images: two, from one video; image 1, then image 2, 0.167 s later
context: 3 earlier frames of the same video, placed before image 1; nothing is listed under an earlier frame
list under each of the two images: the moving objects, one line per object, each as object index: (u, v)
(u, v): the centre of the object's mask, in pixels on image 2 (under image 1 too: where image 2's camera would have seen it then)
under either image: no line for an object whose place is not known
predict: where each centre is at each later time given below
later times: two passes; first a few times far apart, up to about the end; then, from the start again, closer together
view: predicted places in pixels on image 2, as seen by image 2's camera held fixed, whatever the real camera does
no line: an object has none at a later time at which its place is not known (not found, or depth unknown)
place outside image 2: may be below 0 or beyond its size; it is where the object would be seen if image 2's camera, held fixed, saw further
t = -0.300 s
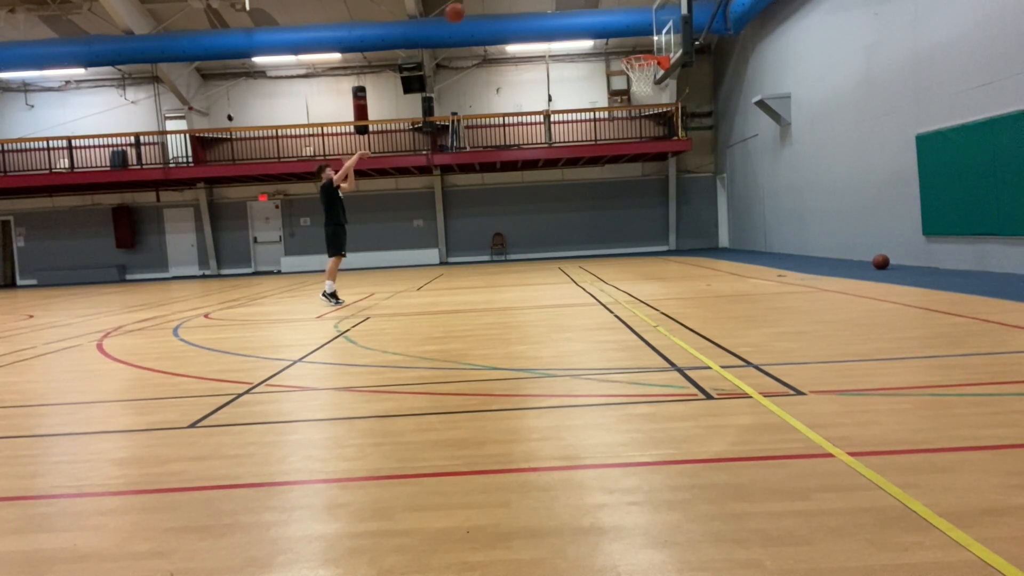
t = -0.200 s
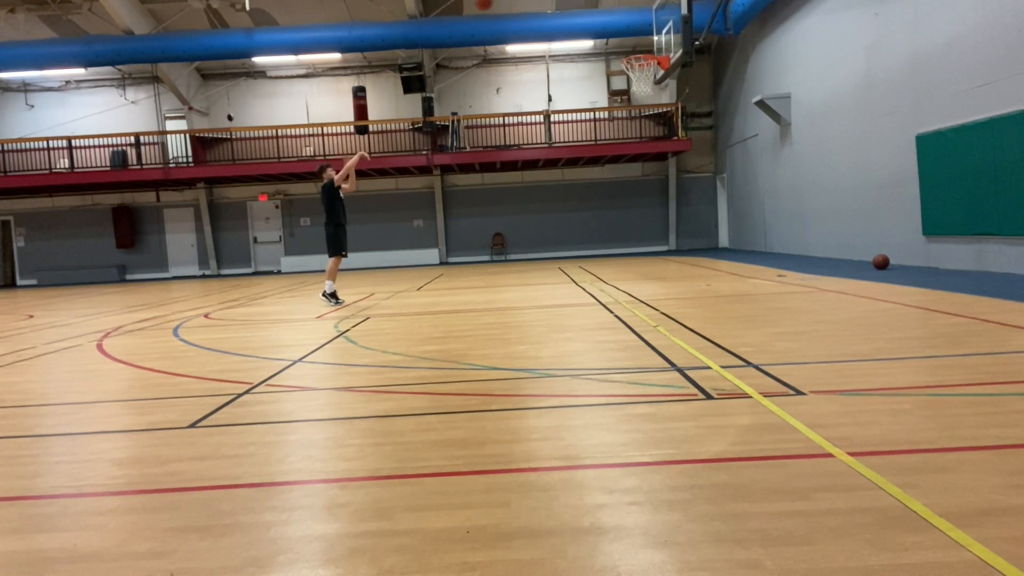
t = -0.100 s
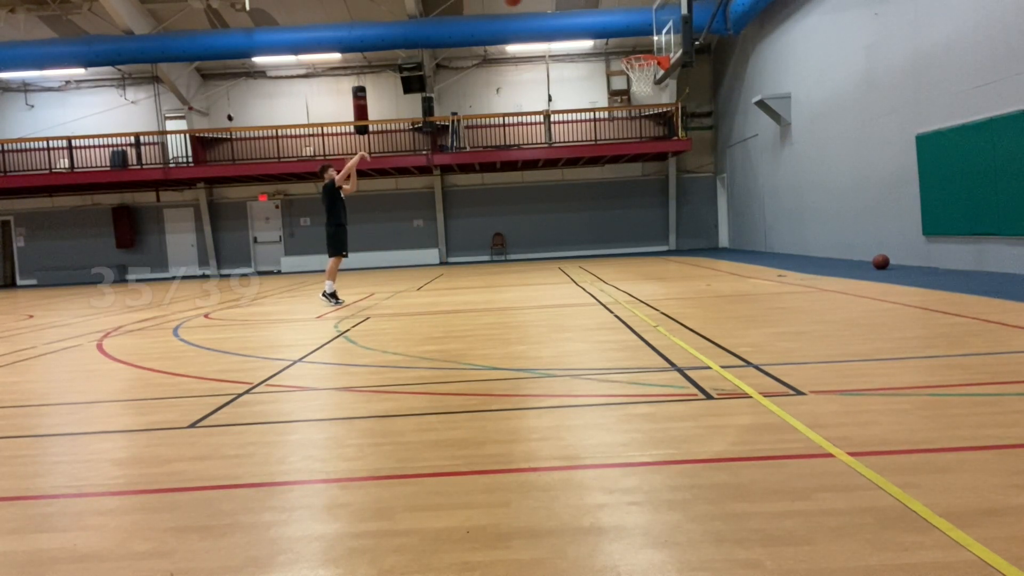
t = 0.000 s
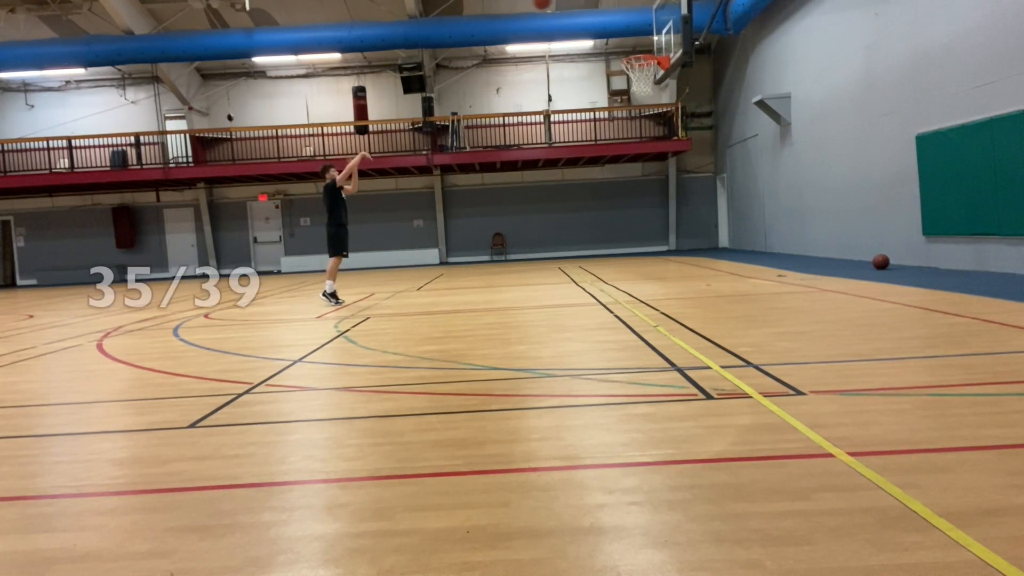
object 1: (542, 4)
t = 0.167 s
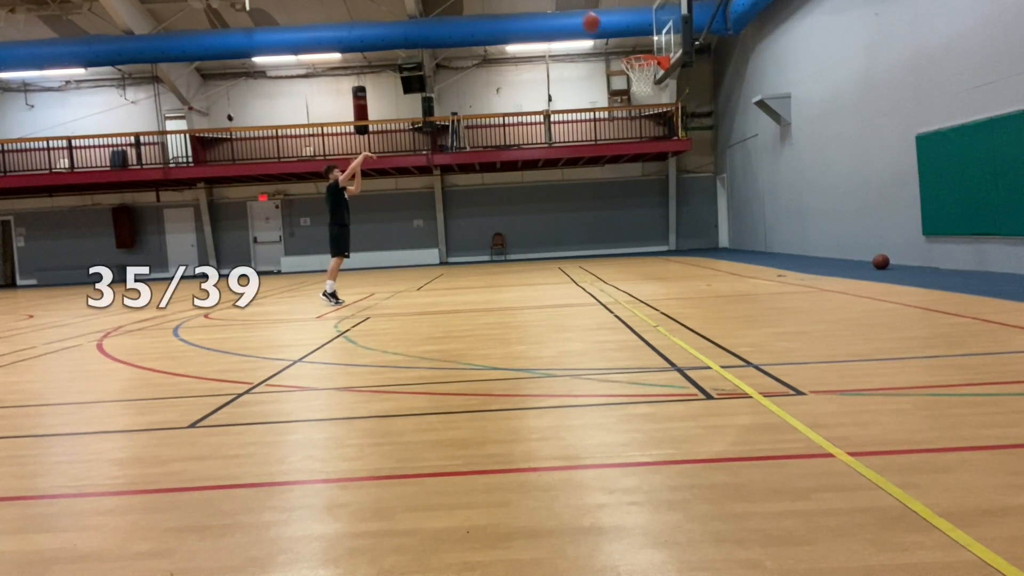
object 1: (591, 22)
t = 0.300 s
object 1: (629, 51)
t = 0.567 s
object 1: (673, 104)
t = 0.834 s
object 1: (702, 183)
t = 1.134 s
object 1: (724, 245)
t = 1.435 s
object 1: (709, 177)
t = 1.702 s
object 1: (699, 171)
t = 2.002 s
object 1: (689, 226)
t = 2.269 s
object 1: (682, 251)
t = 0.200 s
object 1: (600, 29)
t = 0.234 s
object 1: (611, 36)
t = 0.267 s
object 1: (622, 45)
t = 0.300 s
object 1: (629, 51)
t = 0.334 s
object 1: (638, 64)
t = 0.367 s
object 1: (649, 74)
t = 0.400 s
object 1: (656, 81)
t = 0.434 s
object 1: (659, 84)
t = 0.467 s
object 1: (662, 87)
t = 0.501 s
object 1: (666, 92)
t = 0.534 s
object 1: (669, 98)
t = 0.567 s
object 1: (673, 104)
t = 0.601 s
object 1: (676, 112)
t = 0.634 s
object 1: (681, 119)
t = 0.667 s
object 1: (684, 128)
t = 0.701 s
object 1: (687, 137)
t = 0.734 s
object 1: (691, 148)
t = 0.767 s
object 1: (695, 159)
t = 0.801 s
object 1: (699, 170)
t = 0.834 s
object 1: (702, 183)
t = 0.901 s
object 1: (710, 209)
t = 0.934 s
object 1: (714, 225)
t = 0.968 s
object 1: (718, 239)
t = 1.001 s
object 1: (723, 255)
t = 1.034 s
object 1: (727, 271)
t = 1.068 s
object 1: (726, 269)
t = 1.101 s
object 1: (725, 256)
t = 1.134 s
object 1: (724, 245)
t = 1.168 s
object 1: (721, 234)
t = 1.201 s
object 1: (720, 224)
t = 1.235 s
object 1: (719, 215)
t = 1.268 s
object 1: (717, 206)
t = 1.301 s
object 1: (715, 199)
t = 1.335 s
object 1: (714, 192)
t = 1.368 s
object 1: (712, 186)
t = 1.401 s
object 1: (711, 181)
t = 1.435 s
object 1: (709, 177)
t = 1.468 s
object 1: (708, 173)
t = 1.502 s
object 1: (707, 170)
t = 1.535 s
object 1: (705, 169)
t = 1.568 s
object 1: (704, 168)
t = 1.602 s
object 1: (703, 168)
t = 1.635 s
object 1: (702, 168)
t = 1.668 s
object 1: (700, 169)
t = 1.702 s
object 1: (699, 171)
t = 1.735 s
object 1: (697, 174)
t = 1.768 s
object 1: (696, 178)
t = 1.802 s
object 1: (695, 182)
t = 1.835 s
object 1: (694, 188)
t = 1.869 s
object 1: (693, 194)
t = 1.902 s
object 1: (692, 201)
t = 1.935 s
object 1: (691, 208)
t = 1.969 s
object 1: (690, 217)
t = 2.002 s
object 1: (689, 226)
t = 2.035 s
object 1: (687, 236)
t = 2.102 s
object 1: (686, 257)
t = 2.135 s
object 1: (685, 270)
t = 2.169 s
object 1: (685, 277)
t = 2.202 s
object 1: (684, 268)
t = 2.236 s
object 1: (683, 258)
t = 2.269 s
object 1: (682, 251)
